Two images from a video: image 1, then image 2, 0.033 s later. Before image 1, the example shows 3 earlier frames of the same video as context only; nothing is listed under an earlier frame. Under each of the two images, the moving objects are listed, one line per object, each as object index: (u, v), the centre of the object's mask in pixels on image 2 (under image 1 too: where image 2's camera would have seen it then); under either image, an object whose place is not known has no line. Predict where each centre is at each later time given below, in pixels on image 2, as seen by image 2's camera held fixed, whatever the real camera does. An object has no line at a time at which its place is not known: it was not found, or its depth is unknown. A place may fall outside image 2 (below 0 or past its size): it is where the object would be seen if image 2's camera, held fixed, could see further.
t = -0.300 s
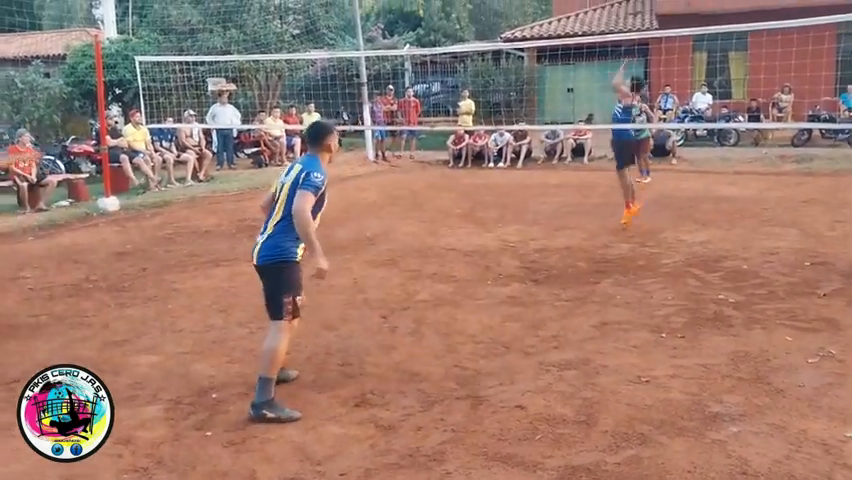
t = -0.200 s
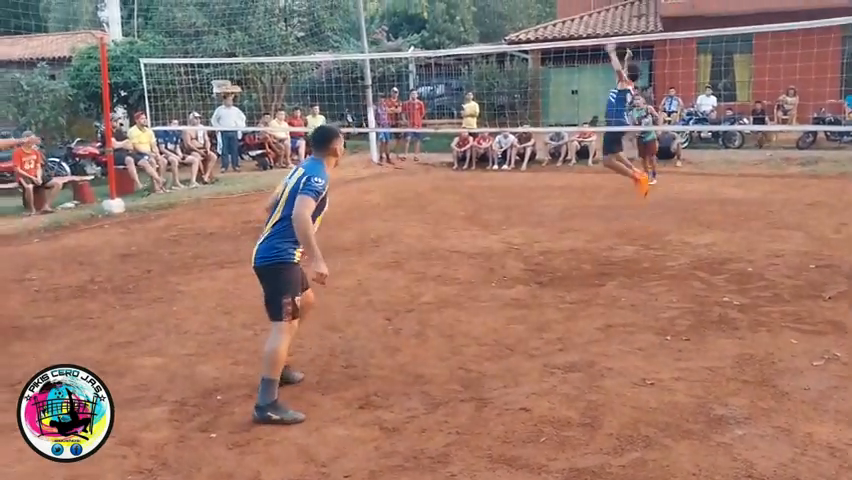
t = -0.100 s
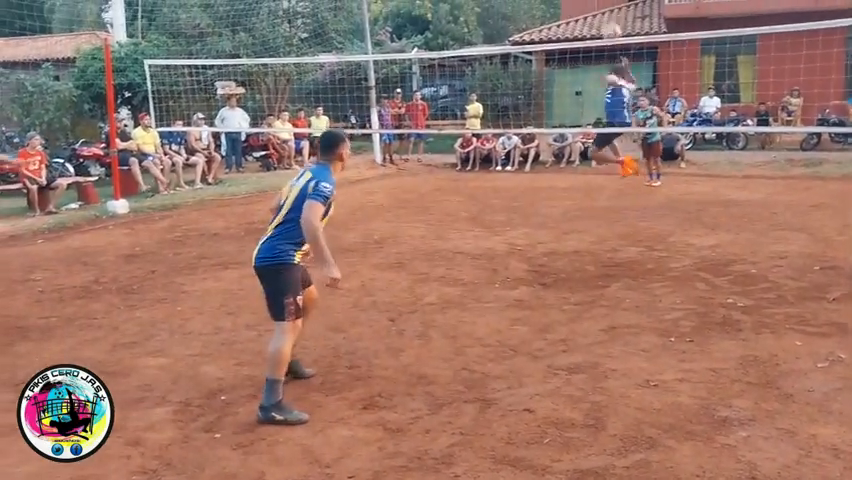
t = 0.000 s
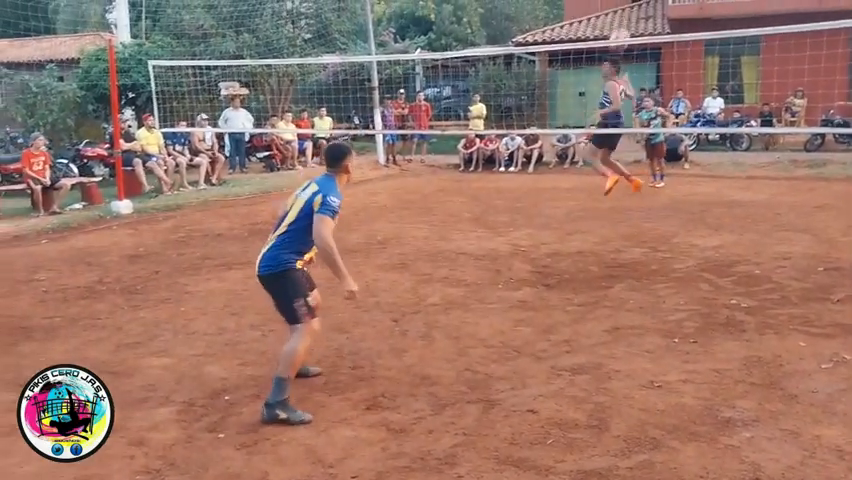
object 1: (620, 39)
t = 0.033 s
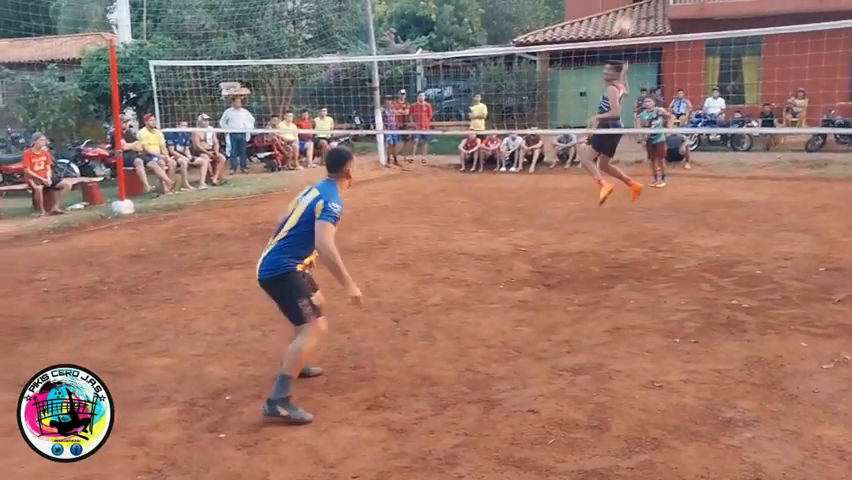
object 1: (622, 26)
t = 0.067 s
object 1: (626, 16)
